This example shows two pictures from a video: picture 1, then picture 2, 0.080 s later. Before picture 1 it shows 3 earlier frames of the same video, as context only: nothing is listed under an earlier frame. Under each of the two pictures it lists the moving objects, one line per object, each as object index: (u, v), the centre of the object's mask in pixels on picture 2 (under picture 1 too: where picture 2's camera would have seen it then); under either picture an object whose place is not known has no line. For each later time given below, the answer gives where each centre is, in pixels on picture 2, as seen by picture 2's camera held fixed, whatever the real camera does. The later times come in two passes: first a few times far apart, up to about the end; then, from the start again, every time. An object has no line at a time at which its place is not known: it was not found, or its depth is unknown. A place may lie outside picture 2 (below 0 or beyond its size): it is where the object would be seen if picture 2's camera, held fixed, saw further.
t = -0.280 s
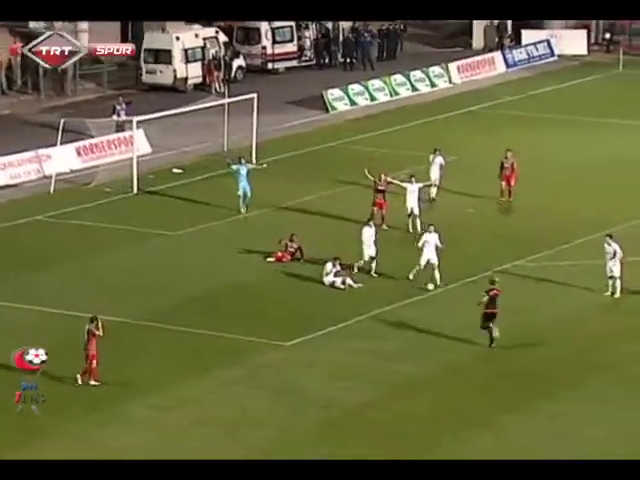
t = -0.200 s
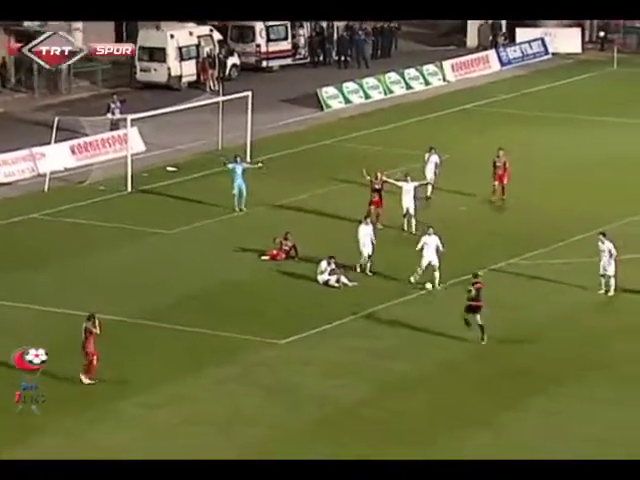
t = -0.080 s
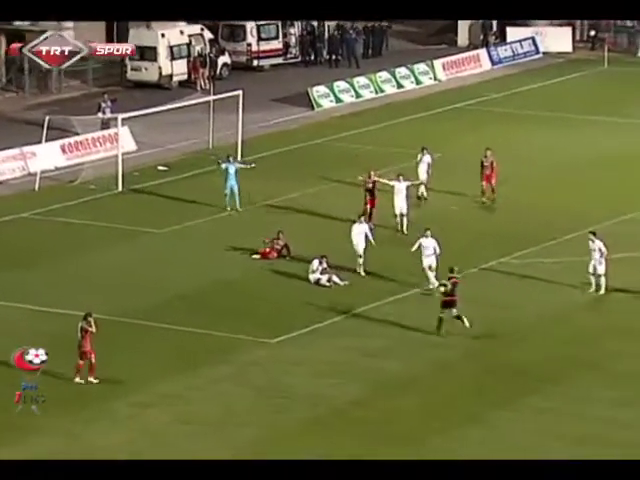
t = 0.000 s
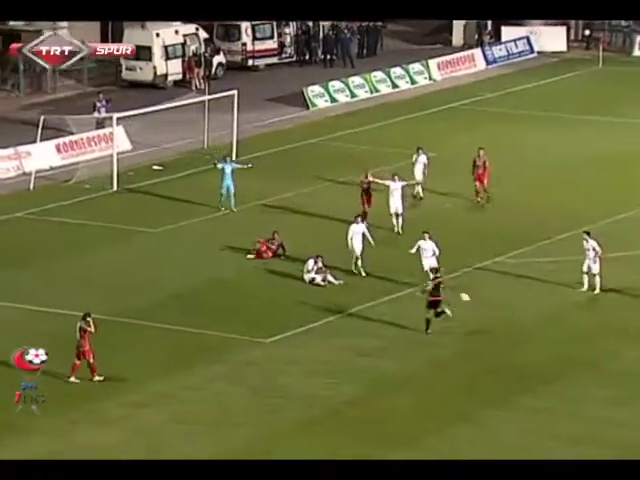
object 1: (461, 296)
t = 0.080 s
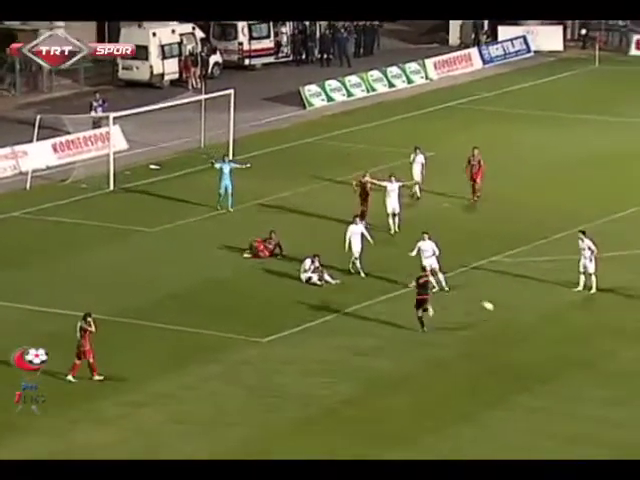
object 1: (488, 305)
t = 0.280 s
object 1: (550, 341)
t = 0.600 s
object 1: (641, 382)
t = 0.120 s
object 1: (501, 311)
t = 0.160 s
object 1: (514, 318)
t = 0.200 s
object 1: (527, 326)
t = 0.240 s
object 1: (539, 333)
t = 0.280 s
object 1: (550, 341)
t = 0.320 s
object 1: (562, 344)
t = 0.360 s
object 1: (574, 348)
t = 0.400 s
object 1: (586, 352)
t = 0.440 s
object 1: (597, 358)
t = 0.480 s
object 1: (608, 364)
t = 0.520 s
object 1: (619, 371)
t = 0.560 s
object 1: (630, 379)
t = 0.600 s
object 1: (641, 382)
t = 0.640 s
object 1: (650, 384)
